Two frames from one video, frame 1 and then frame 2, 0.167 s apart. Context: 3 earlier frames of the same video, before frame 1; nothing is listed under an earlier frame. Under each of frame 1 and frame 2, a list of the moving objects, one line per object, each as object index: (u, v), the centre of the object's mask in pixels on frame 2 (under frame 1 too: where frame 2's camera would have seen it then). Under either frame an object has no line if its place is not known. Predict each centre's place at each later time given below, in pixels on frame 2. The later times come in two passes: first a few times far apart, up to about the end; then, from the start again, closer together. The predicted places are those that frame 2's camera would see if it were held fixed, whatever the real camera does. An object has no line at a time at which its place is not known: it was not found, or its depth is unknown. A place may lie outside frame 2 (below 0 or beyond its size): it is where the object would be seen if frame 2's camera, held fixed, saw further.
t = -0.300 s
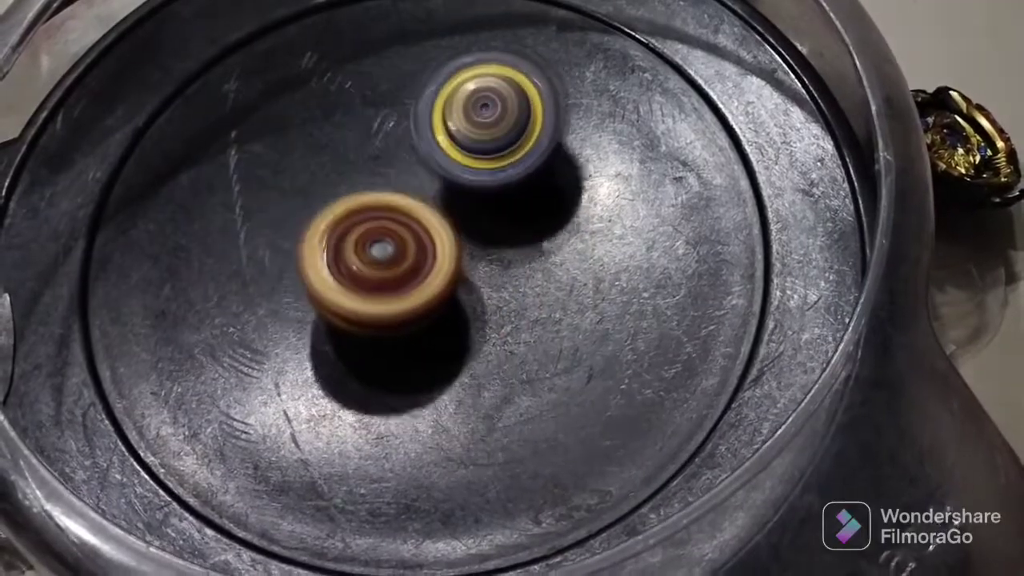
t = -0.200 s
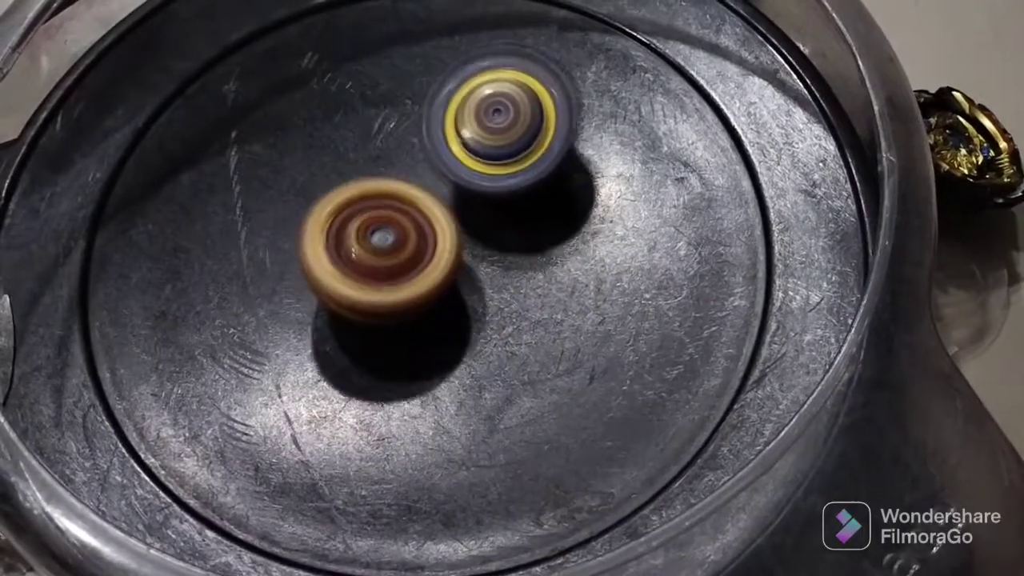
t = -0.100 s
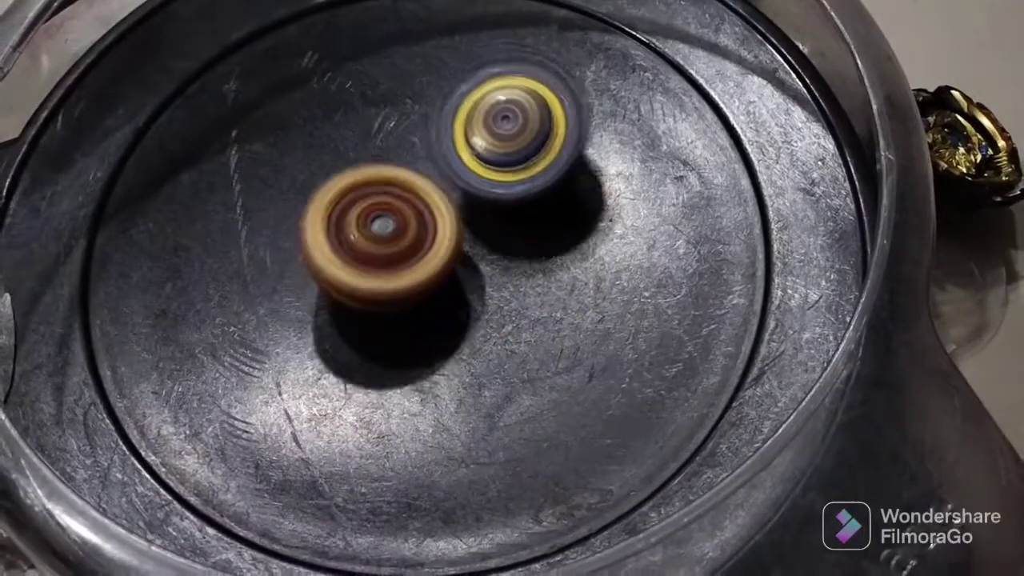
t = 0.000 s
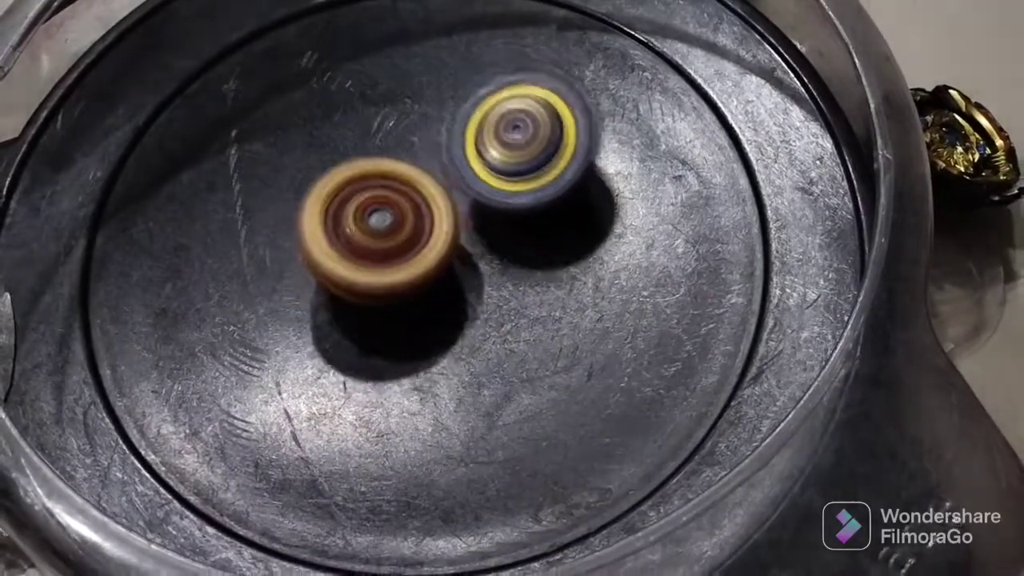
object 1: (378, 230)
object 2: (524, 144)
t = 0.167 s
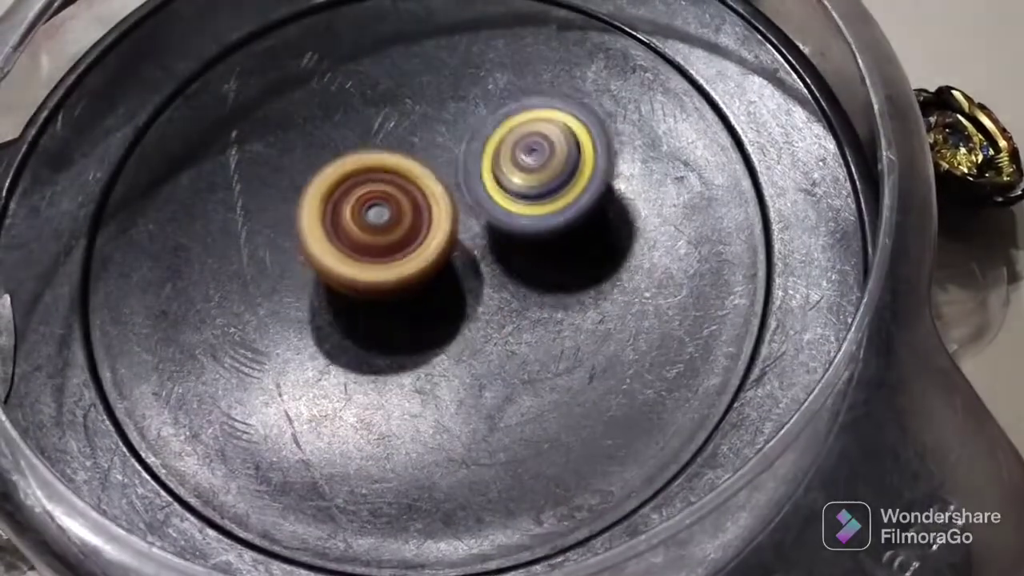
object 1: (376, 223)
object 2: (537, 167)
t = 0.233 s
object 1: (372, 222)
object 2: (547, 175)
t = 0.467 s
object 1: (381, 221)
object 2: (556, 210)
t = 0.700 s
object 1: (369, 222)
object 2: (570, 240)
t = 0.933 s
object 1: (332, 201)
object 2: (576, 285)
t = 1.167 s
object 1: (347, 203)
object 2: (508, 309)
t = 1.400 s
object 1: (364, 175)
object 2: (450, 351)
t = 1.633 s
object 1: (391, 187)
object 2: (387, 374)
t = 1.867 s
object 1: (421, 222)
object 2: (340, 363)
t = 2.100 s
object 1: (454, 221)
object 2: (312, 325)
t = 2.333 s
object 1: (471, 224)
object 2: (300, 259)
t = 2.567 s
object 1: (460, 248)
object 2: (300, 197)
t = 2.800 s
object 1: (456, 292)
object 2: (303, 131)
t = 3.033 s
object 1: (426, 284)
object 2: (344, 112)
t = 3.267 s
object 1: (403, 260)
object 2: (408, 109)
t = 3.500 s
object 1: (390, 322)
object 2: (485, 68)
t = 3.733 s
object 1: (411, 293)
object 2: (531, 96)
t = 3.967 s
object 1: (421, 241)
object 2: (564, 152)
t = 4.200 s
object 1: (354, 241)
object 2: (595, 184)
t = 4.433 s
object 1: (372, 229)
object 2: (546, 226)
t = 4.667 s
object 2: (506, 286)
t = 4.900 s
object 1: (377, 173)
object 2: (448, 312)
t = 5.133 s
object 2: (394, 316)
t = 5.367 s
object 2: (344, 310)
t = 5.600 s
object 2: (316, 277)
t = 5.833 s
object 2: (318, 226)
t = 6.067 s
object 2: (343, 165)
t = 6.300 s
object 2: (384, 143)
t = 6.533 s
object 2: (445, 130)
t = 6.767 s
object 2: (491, 150)
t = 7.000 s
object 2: (528, 185)
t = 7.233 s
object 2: (536, 241)
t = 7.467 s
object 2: (501, 288)
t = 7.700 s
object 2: (441, 324)
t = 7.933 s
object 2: (371, 339)
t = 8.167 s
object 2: (309, 342)
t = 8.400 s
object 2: (309, 290)
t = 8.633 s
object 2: (343, 239)
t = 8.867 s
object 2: (379, 216)
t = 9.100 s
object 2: (354, 210)
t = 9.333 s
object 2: (374, 232)
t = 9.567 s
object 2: (392, 269)
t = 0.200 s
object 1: (376, 222)
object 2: (539, 173)
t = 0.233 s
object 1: (372, 222)
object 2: (547, 175)
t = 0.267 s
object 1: (369, 222)
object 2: (551, 180)
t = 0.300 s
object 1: (368, 222)
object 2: (554, 183)
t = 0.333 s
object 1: (368, 221)
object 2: (556, 189)
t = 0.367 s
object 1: (371, 221)
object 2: (555, 194)
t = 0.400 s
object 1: (374, 220)
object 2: (555, 200)
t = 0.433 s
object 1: (379, 221)
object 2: (554, 203)
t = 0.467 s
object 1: (381, 221)
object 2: (556, 210)
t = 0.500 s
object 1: (371, 219)
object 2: (570, 219)
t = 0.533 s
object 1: (365, 217)
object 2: (575, 224)
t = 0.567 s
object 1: (362, 217)
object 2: (577, 227)
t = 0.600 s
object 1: (362, 217)
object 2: (577, 232)
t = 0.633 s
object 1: (363, 219)
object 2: (575, 234)
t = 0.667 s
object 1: (366, 221)
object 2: (573, 237)
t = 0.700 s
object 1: (369, 222)
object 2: (570, 240)
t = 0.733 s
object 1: (373, 224)
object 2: (565, 243)
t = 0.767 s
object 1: (377, 225)
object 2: (560, 246)
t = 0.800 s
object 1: (381, 227)
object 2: (557, 249)
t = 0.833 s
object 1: (380, 224)
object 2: (555, 255)
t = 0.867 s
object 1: (358, 214)
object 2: (568, 266)
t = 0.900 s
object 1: (342, 206)
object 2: (577, 278)
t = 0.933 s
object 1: (332, 201)
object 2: (576, 285)
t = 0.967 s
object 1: (326, 198)
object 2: (569, 291)
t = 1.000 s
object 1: (325, 196)
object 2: (560, 293)
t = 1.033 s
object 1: (326, 196)
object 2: (549, 297)
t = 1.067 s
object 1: (330, 197)
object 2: (538, 300)
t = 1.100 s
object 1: (335, 199)
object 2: (528, 302)
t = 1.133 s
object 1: (340, 201)
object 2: (516, 305)
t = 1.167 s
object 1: (347, 203)
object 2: (508, 309)
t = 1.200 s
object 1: (353, 206)
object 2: (498, 313)
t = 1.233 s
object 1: (359, 208)
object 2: (487, 316)
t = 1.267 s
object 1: (363, 207)
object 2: (480, 319)
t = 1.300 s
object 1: (361, 195)
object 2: (478, 327)
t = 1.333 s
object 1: (361, 185)
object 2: (470, 336)
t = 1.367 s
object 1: (362, 179)
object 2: (461, 344)
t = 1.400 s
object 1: (364, 175)
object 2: (450, 351)
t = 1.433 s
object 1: (368, 174)
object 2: (440, 356)
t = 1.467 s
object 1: (372, 174)
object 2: (429, 362)
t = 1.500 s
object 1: (376, 175)
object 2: (421, 367)
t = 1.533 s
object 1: (380, 177)
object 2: (410, 370)
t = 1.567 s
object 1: (384, 180)
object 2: (401, 375)
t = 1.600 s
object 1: (388, 183)
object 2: (394, 373)
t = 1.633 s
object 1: (391, 187)
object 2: (387, 374)
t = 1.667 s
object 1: (394, 192)
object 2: (378, 377)
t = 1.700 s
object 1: (398, 199)
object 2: (372, 380)
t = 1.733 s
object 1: (402, 205)
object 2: (363, 378)
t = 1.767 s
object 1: (407, 211)
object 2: (357, 376)
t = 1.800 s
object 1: (412, 217)
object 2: (353, 375)
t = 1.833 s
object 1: (416, 221)
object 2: (346, 372)
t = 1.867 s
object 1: (421, 222)
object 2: (340, 363)
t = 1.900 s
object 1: (425, 224)
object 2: (335, 362)
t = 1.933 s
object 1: (431, 223)
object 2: (329, 359)
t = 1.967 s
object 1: (436, 223)
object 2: (326, 351)
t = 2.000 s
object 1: (440, 223)
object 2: (323, 348)
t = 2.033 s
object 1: (445, 222)
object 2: (317, 341)
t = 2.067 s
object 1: (450, 222)
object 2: (315, 331)
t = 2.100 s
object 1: (454, 221)
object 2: (312, 325)
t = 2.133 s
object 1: (458, 221)
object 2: (309, 312)
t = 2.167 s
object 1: (461, 221)
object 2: (304, 305)
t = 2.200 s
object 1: (464, 220)
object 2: (304, 297)
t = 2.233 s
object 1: (466, 221)
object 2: (303, 289)
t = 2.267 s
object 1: (468, 221)
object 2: (301, 277)
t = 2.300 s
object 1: (470, 222)
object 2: (301, 269)
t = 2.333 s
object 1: (471, 224)
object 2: (300, 259)
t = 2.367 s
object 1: (474, 226)
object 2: (298, 249)
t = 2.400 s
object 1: (476, 228)
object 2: (296, 241)
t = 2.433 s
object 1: (476, 232)
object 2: (296, 232)
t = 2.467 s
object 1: (474, 235)
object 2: (297, 222)
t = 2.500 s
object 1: (472, 239)
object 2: (297, 213)
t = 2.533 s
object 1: (466, 244)
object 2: (298, 204)
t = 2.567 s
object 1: (460, 248)
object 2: (300, 197)
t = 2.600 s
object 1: (453, 251)
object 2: (303, 189)
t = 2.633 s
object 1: (447, 255)
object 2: (304, 181)
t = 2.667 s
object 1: (449, 264)
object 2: (301, 167)
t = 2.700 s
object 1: (455, 275)
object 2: (298, 152)
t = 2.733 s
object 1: (457, 283)
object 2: (297, 141)
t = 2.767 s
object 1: (457, 289)
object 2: (299, 136)
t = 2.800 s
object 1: (456, 292)
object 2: (303, 131)
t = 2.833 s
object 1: (454, 294)
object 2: (306, 126)
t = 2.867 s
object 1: (450, 295)
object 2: (311, 121)
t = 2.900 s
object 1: (445, 294)
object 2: (318, 118)
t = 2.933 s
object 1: (441, 293)
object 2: (322, 116)
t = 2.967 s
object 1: (436, 291)
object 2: (329, 115)
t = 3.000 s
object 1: (430, 288)
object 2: (336, 113)
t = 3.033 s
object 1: (426, 284)
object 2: (344, 112)
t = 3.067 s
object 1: (423, 280)
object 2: (352, 111)
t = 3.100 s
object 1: (419, 276)
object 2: (361, 110)
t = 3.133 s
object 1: (417, 272)
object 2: (370, 110)
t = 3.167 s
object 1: (414, 267)
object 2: (380, 111)
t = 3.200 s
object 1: (411, 263)
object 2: (387, 111)
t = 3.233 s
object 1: (408, 258)
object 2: (398, 112)
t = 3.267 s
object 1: (403, 260)
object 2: (408, 109)
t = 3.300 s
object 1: (394, 286)
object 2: (426, 88)
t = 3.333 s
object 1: (387, 306)
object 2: (439, 74)
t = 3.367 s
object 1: (383, 316)
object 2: (451, 70)
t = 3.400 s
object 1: (383, 320)
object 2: (460, 67)
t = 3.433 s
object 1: (384, 322)
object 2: (469, 67)
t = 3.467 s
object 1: (386, 322)
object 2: (479, 67)
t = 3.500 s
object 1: (390, 322)
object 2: (485, 68)
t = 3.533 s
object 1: (393, 320)
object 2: (491, 69)
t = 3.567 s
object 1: (397, 318)
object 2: (497, 71)
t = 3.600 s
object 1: (400, 314)
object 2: (506, 74)
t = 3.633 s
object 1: (403, 311)
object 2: (511, 79)
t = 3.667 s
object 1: (406, 305)
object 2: (518, 84)
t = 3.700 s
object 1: (409, 300)
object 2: (526, 90)
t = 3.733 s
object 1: (411, 293)
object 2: (531, 96)
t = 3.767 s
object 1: (413, 286)
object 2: (536, 102)
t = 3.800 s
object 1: (415, 278)
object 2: (544, 108)
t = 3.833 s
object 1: (417, 271)
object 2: (547, 117)
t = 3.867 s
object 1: (418, 264)
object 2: (552, 127)
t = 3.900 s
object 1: (420, 256)
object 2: (558, 135)
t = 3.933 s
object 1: (422, 248)
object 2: (561, 144)
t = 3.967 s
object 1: (421, 241)
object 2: (564, 152)
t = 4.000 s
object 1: (398, 241)
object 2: (586, 153)
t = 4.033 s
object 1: (379, 243)
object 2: (597, 157)
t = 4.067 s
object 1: (369, 245)
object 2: (600, 161)
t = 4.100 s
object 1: (363, 245)
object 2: (603, 167)
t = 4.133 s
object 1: (357, 243)
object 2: (602, 172)
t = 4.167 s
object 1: (355, 242)
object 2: (598, 178)
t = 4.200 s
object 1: (354, 241)
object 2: (595, 184)
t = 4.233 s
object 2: (592, 190)
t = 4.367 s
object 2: (565, 214)
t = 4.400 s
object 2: (557, 220)
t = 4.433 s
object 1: (372, 229)
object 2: (546, 226)
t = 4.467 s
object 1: (371, 225)
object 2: (538, 231)
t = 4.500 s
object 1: (365, 217)
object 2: (539, 242)
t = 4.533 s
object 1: (356, 210)
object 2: (539, 250)
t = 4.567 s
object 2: (536, 265)
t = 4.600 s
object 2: (530, 275)
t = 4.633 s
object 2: (517, 278)
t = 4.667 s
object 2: (506, 286)
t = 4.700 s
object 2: (495, 290)
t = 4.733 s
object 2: (487, 293)
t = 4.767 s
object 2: (481, 299)
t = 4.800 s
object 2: (475, 304)
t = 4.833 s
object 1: (368, 177)
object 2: (466, 308)
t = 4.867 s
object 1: (372, 175)
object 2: (455, 311)
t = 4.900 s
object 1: (377, 173)
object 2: (448, 312)
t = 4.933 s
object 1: (381, 173)
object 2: (440, 314)
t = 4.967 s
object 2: (434, 318)
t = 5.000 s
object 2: (425, 318)
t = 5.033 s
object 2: (415, 323)
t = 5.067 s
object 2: (409, 323)
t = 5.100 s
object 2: (404, 317)
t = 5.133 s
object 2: (394, 316)
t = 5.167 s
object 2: (389, 314)
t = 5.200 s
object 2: (385, 313)
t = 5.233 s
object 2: (376, 314)
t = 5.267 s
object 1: (446, 167)
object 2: (366, 316)
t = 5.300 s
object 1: (454, 169)
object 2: (358, 314)
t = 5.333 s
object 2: (350, 313)
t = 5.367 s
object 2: (344, 310)
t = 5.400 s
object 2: (337, 307)
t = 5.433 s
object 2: (332, 302)
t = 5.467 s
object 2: (328, 299)
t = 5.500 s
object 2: (327, 292)
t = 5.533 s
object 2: (324, 287)
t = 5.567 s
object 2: (319, 282)
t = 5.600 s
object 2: (316, 277)
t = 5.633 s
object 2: (309, 273)
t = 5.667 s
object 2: (303, 265)
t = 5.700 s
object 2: (304, 257)
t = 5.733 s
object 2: (307, 247)
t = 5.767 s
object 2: (310, 240)
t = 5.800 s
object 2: (314, 233)
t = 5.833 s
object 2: (318, 226)
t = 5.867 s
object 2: (318, 216)
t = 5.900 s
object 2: (322, 207)
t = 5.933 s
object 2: (327, 199)
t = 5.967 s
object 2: (332, 192)
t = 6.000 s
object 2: (337, 183)
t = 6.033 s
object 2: (338, 173)
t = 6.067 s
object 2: (343, 165)
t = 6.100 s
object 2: (348, 160)
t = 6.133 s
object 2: (354, 155)
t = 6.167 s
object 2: (360, 152)
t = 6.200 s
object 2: (366, 149)
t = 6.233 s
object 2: (372, 147)
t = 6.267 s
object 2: (376, 145)
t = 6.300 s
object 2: (384, 143)
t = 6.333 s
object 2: (390, 143)
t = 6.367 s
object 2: (399, 141)
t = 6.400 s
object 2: (408, 138)
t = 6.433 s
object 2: (417, 135)
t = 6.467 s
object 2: (426, 130)
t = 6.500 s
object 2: (434, 130)
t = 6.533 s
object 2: (445, 130)
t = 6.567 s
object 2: (452, 133)
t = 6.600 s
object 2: (458, 137)
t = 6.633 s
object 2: (466, 138)
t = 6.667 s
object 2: (473, 140)
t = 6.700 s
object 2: (483, 140)
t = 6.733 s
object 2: (490, 145)
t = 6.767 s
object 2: (491, 150)
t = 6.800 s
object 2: (493, 154)
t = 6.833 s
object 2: (500, 155)
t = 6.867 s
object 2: (514, 156)
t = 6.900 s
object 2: (521, 161)
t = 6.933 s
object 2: (523, 169)
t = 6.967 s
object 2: (526, 178)
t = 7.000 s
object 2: (528, 185)
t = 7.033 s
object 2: (529, 191)
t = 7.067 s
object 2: (529, 203)
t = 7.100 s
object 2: (528, 209)
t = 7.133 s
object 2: (527, 216)
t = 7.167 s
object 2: (528, 226)
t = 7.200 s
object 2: (535, 232)
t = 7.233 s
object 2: (536, 241)
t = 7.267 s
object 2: (536, 250)
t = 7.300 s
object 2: (531, 257)
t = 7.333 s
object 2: (525, 264)
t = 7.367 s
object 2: (516, 271)
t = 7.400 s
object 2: (509, 276)
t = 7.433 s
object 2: (507, 281)
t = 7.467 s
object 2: (501, 288)
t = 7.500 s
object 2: (493, 298)
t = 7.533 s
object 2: (486, 304)
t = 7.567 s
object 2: (477, 310)
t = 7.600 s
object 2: (469, 315)
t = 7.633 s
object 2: (459, 321)
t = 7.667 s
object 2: (449, 324)
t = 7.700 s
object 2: (441, 324)
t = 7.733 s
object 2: (432, 322)
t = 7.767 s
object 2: (420, 337)
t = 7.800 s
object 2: (408, 338)
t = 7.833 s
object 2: (401, 339)
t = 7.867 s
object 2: (392, 339)
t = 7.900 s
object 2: (383, 340)
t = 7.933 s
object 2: (371, 339)
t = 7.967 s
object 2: (356, 333)
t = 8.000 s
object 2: (334, 355)
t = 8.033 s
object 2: (318, 356)
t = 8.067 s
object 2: (312, 354)
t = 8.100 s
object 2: (310, 352)
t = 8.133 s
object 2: (309, 345)
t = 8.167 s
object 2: (309, 342)
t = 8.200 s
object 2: (311, 331)
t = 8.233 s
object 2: (317, 318)
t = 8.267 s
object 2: (321, 313)
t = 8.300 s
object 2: (326, 304)
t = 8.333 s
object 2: (319, 302)
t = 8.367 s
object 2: (310, 298)
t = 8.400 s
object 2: (309, 290)
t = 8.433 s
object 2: (311, 286)
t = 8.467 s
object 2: (315, 276)
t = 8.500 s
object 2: (321, 265)
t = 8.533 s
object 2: (328, 257)
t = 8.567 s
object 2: (338, 249)
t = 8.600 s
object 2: (343, 243)
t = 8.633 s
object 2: (343, 239)
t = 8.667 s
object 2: (344, 236)
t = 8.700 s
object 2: (341, 232)
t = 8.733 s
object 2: (345, 227)
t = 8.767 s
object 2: (354, 223)
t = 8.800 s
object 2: (362, 220)
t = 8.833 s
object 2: (371, 218)
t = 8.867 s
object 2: (379, 216)
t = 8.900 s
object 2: (381, 212)
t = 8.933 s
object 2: (380, 211)
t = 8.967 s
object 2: (380, 210)
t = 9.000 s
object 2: (371, 213)
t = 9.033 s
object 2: (370, 213)
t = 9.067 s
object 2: (369, 212)
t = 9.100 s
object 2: (354, 210)
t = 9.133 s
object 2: (347, 209)
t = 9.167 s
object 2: (346, 209)
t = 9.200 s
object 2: (350, 210)
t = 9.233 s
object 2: (355, 214)
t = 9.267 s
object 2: (362, 219)
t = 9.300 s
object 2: (366, 225)
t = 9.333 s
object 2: (374, 232)
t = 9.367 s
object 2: (377, 238)
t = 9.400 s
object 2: (380, 242)
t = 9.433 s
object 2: (384, 246)
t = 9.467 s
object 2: (385, 254)
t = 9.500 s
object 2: (387, 259)
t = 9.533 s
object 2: (390, 263)
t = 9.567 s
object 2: (392, 269)
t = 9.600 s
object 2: (394, 272)
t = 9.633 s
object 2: (396, 274)
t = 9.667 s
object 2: (397, 278)
